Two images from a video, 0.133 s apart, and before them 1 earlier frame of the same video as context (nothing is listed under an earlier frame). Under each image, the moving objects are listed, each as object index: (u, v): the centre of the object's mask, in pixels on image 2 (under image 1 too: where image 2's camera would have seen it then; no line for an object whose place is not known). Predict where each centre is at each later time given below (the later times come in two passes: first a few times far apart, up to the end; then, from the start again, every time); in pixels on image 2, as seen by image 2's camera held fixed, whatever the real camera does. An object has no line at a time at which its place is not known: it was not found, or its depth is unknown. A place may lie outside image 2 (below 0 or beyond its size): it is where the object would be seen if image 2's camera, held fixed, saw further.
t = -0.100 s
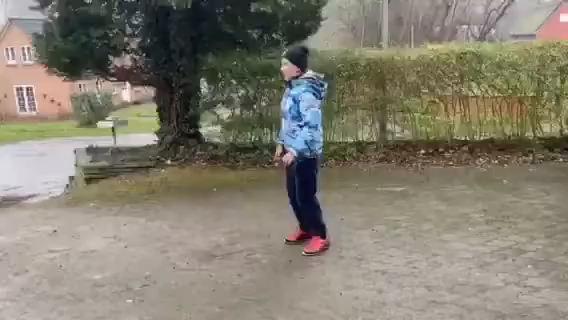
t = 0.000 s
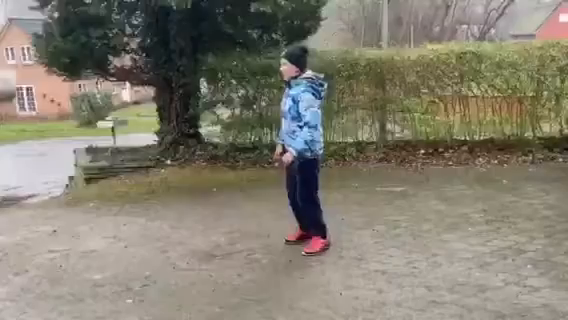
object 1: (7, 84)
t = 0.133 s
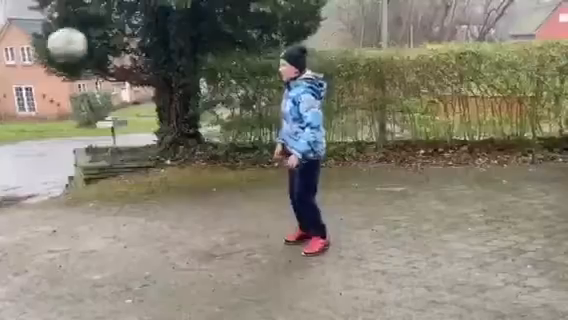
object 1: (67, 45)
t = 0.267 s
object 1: (133, 33)
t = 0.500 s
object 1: (240, 75)
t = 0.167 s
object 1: (83, 39)
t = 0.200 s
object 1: (100, 35)
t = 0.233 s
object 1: (116, 33)
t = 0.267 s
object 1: (133, 33)
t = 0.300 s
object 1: (148, 35)
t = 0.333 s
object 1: (164, 38)
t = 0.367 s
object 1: (180, 43)
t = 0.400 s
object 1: (196, 49)
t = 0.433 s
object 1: (211, 56)
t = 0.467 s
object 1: (225, 65)
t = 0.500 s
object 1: (240, 75)
